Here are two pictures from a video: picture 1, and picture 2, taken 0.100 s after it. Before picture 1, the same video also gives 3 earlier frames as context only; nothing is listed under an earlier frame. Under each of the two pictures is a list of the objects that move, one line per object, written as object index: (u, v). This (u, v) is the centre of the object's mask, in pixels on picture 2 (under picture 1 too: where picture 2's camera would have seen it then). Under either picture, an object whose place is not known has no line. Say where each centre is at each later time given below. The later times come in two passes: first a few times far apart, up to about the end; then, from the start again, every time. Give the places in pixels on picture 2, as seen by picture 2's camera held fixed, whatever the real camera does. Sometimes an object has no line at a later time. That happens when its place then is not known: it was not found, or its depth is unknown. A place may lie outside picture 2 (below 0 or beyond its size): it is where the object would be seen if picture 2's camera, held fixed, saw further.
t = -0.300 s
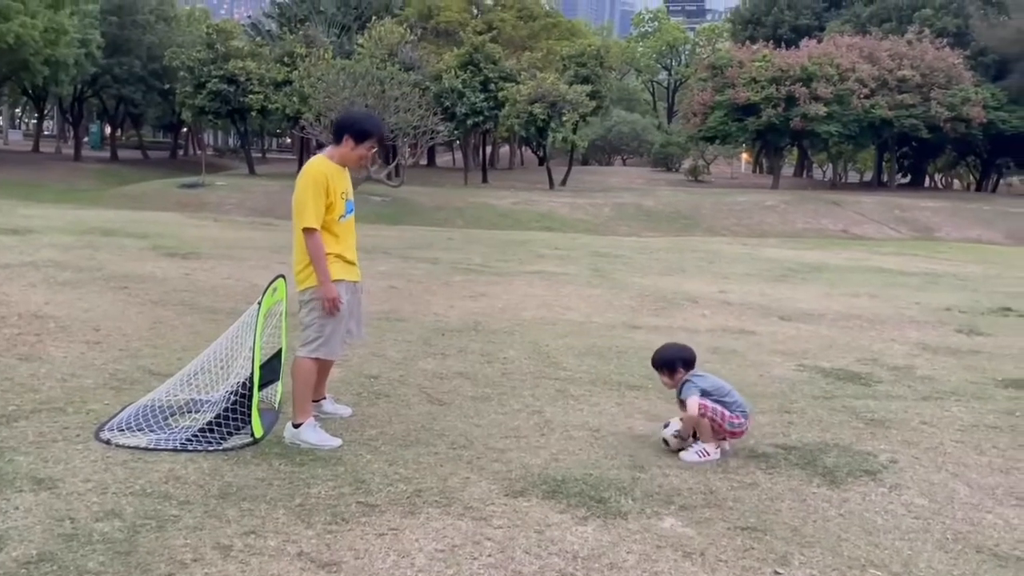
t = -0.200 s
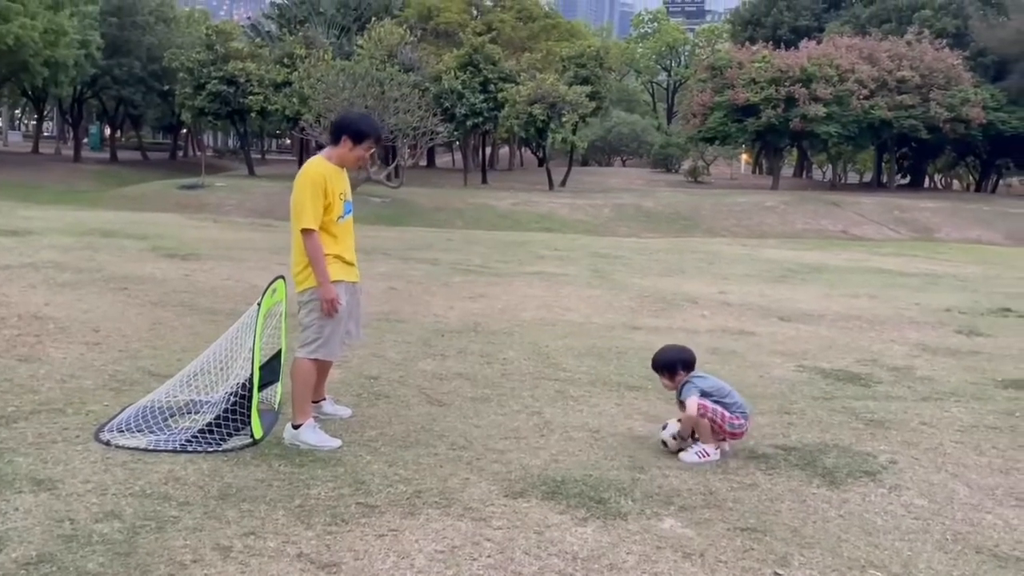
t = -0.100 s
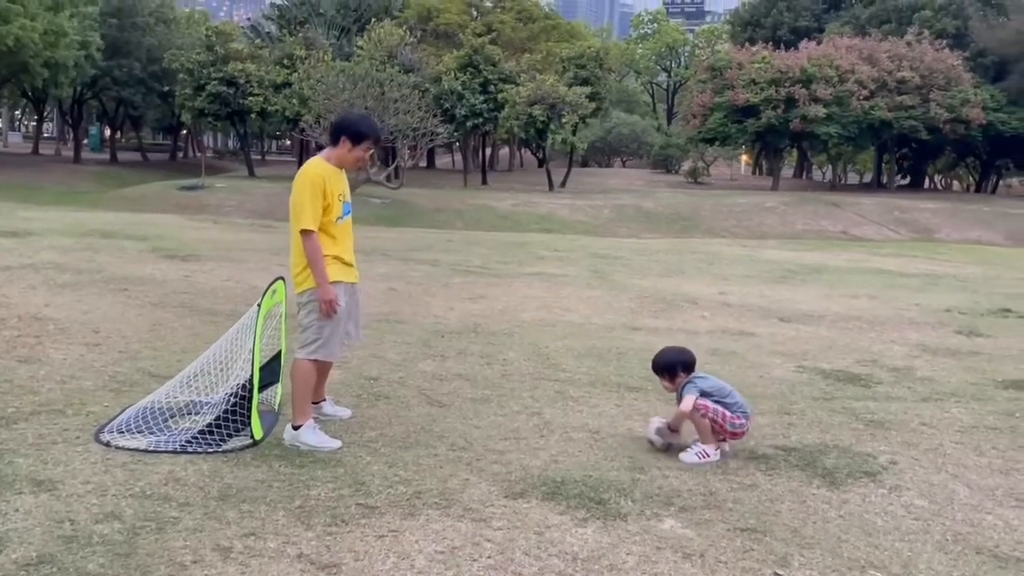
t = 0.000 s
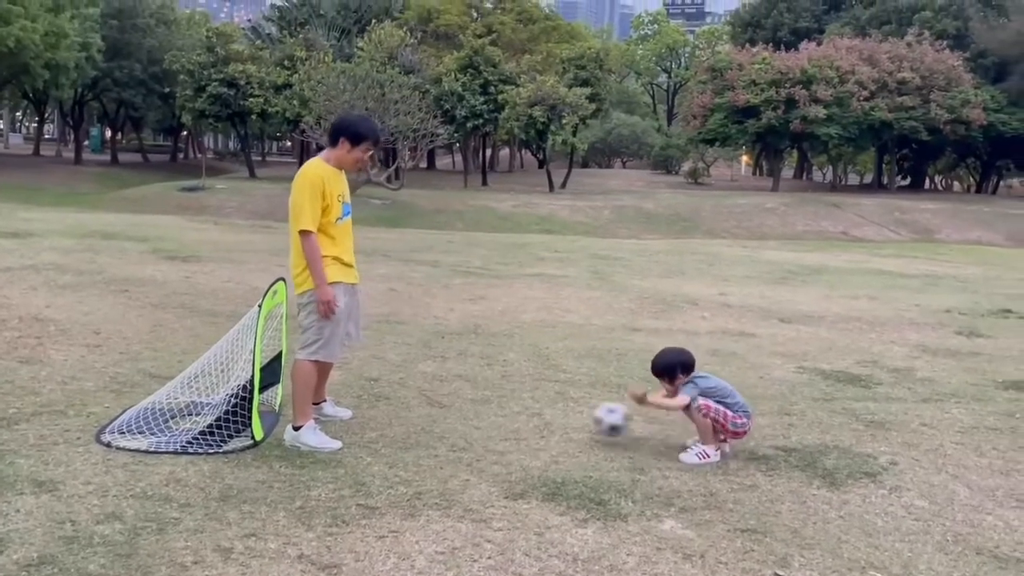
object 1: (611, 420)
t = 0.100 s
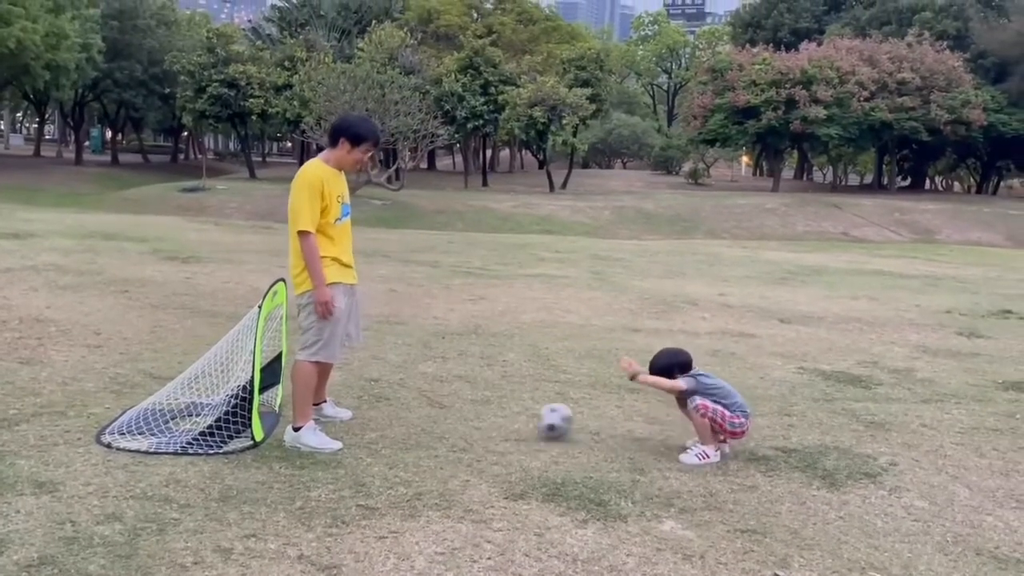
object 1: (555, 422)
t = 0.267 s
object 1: (491, 412)
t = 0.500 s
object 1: (410, 405)
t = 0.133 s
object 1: (537, 424)
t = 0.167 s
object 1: (527, 420)
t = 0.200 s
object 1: (515, 414)
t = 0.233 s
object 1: (503, 412)
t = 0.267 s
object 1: (491, 412)
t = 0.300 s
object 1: (478, 415)
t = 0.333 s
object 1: (467, 414)
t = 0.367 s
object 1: (454, 412)
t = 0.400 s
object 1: (443, 411)
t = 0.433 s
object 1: (431, 409)
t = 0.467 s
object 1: (419, 406)
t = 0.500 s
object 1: (410, 405)
